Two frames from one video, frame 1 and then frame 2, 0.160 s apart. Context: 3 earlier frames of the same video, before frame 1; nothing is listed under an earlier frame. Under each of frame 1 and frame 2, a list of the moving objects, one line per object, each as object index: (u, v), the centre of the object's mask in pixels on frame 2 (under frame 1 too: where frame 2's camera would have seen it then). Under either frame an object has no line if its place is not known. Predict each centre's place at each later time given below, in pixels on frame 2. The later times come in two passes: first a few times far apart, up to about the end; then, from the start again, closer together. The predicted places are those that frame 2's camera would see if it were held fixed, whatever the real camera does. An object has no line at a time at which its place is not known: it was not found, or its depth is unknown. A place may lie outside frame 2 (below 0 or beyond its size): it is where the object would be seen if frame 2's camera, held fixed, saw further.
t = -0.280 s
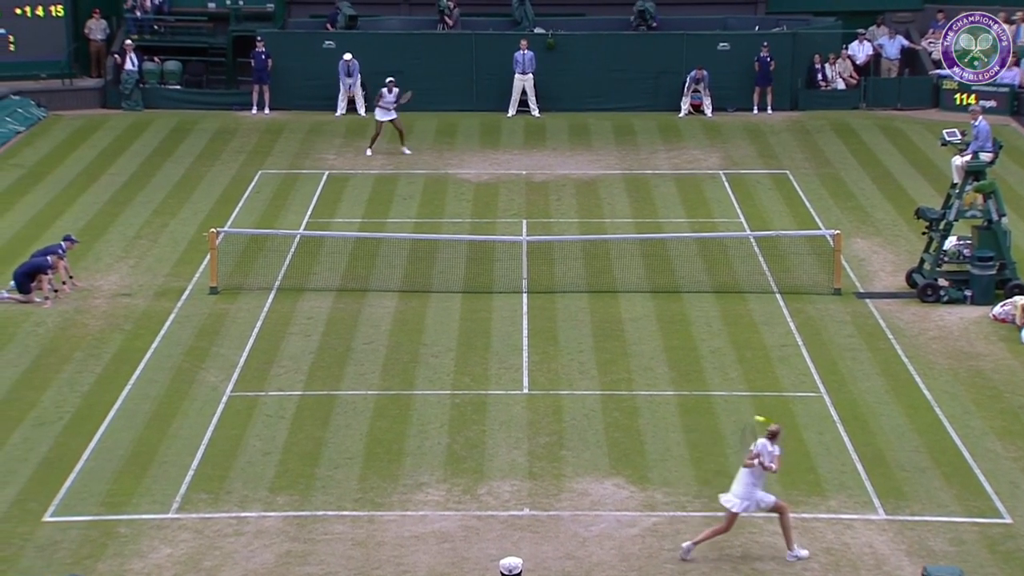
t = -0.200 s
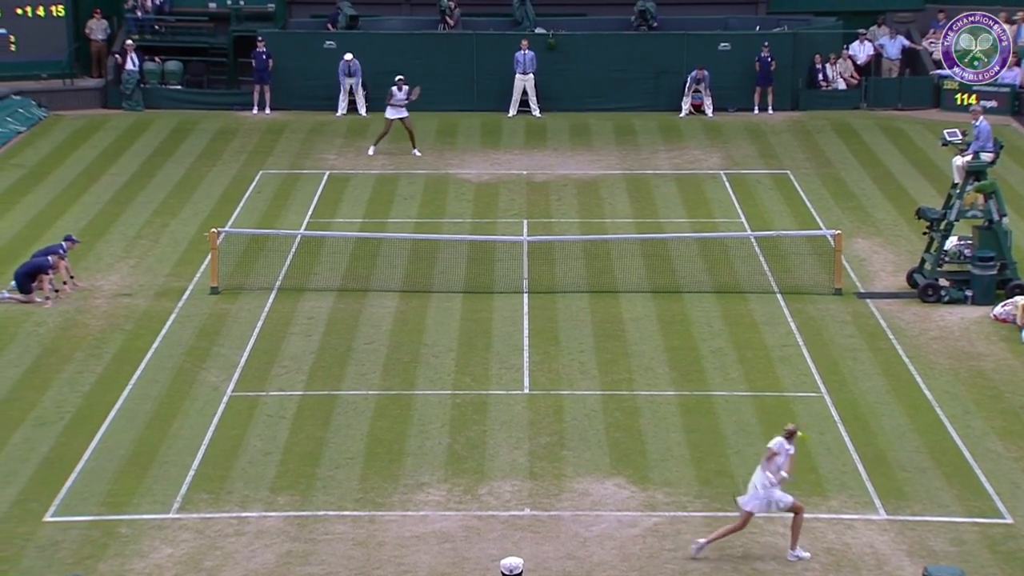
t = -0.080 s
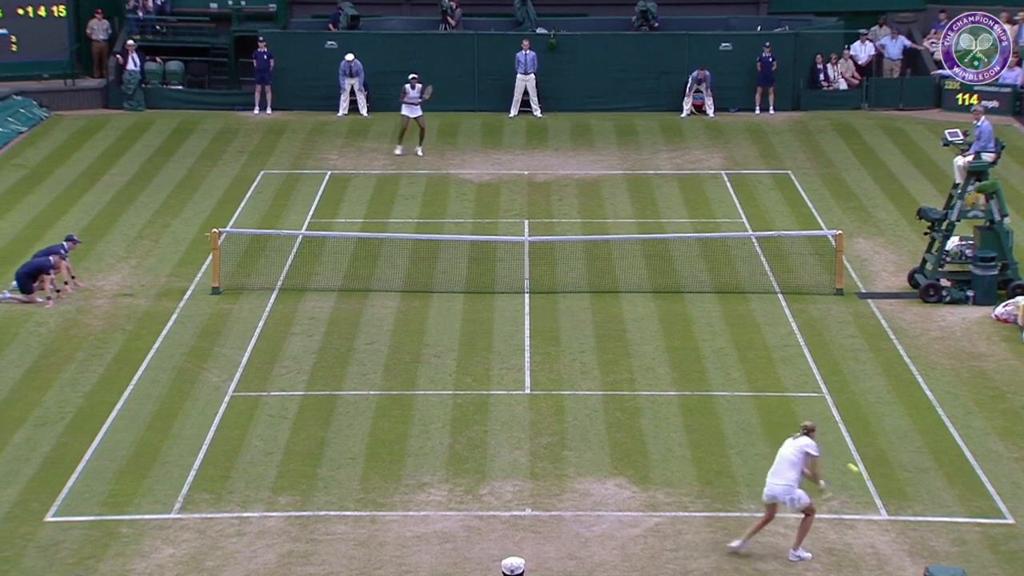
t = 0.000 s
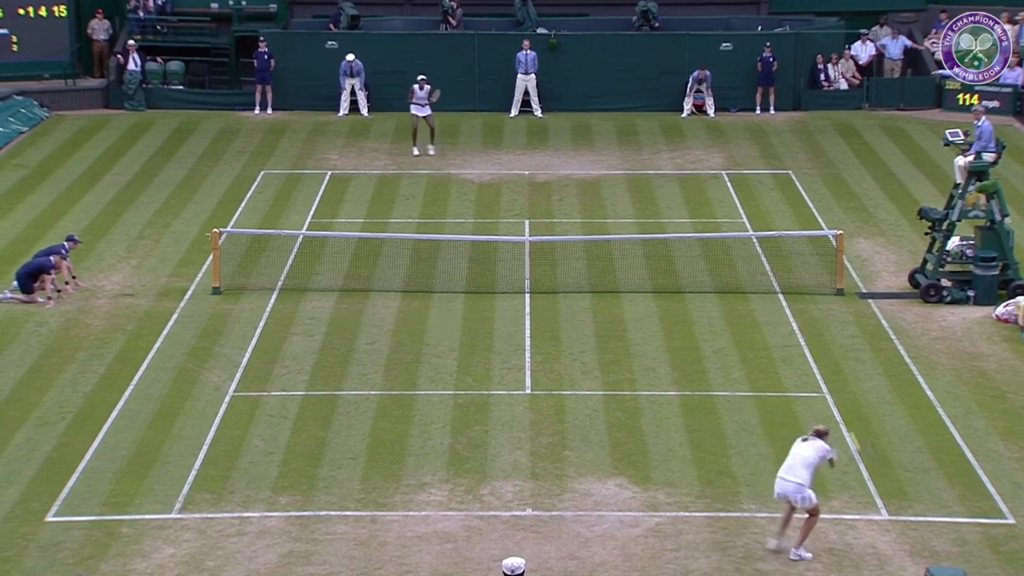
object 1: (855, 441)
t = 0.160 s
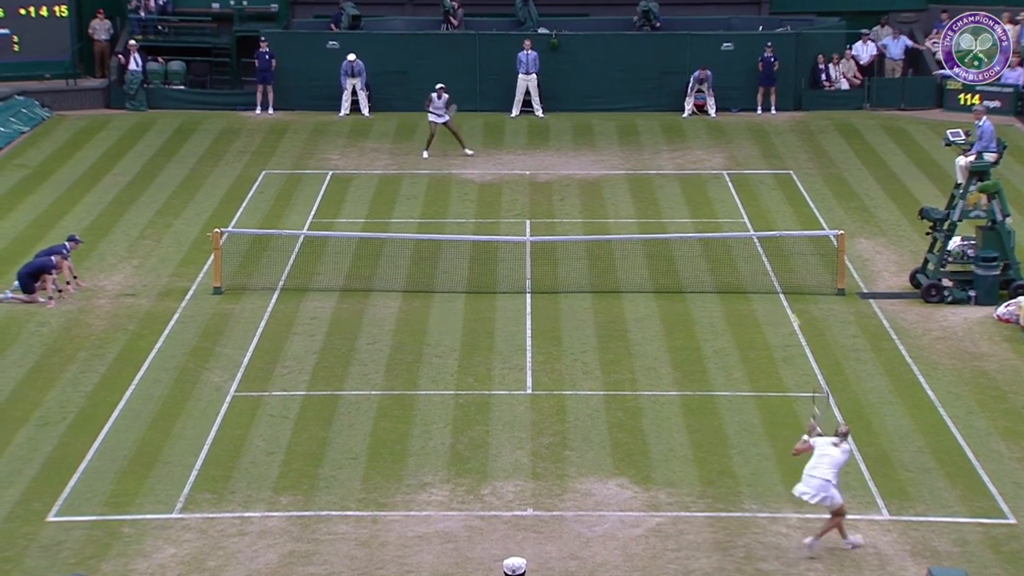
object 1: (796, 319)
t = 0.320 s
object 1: (754, 249)
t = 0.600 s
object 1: (709, 200)
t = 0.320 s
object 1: (754, 249)
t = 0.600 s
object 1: (709, 200)
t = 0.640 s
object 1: (705, 199)
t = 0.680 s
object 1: (700, 197)
